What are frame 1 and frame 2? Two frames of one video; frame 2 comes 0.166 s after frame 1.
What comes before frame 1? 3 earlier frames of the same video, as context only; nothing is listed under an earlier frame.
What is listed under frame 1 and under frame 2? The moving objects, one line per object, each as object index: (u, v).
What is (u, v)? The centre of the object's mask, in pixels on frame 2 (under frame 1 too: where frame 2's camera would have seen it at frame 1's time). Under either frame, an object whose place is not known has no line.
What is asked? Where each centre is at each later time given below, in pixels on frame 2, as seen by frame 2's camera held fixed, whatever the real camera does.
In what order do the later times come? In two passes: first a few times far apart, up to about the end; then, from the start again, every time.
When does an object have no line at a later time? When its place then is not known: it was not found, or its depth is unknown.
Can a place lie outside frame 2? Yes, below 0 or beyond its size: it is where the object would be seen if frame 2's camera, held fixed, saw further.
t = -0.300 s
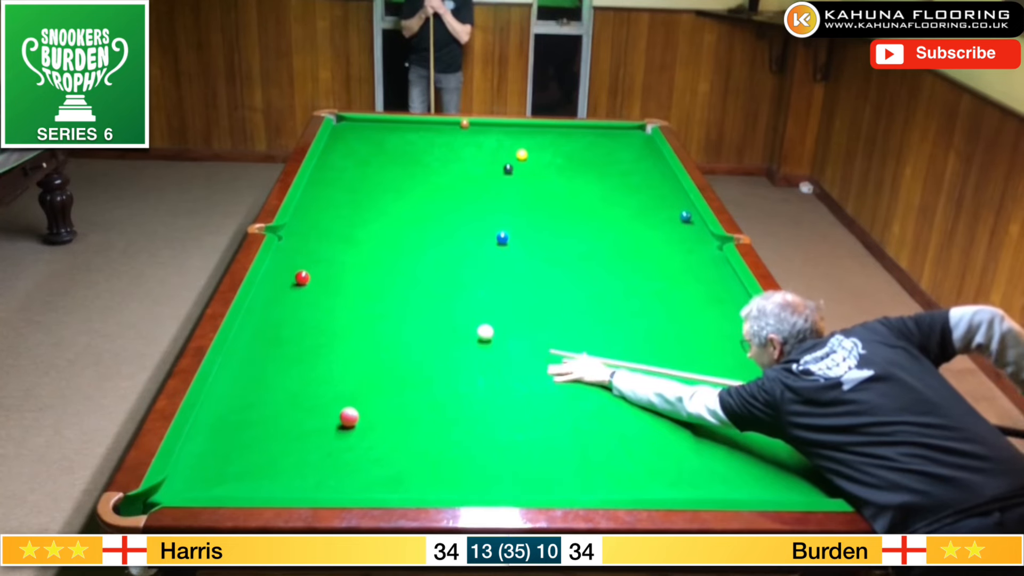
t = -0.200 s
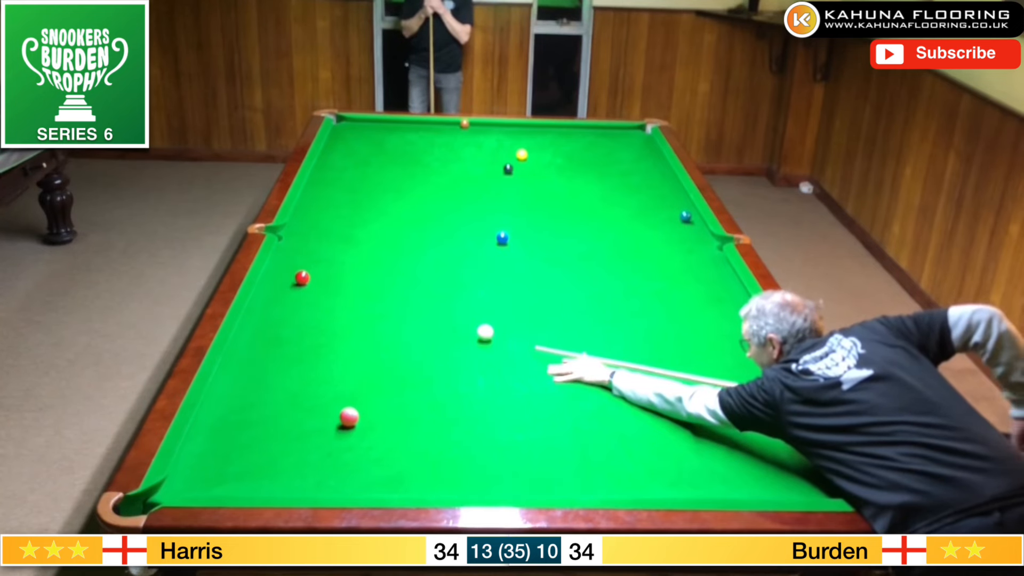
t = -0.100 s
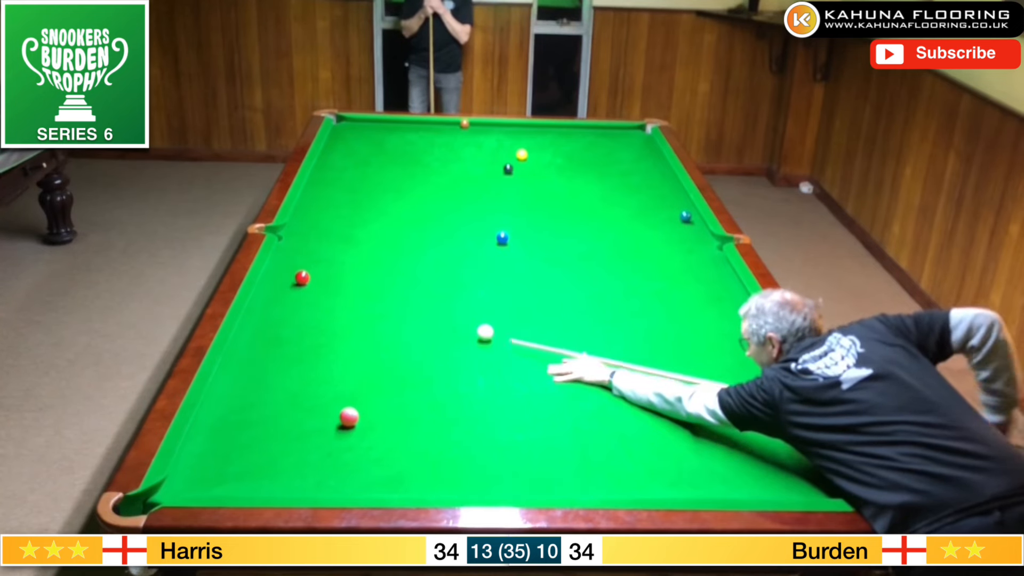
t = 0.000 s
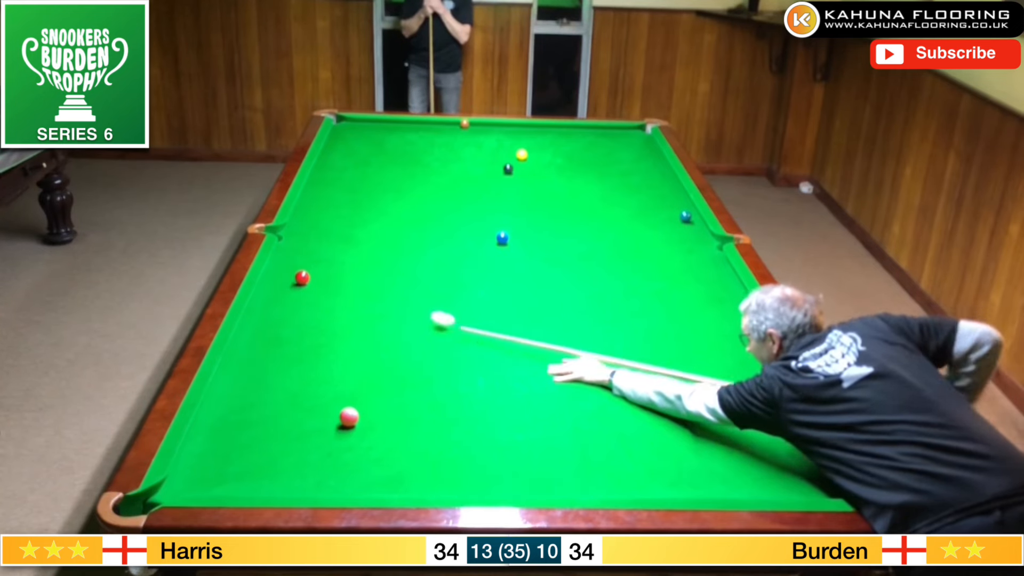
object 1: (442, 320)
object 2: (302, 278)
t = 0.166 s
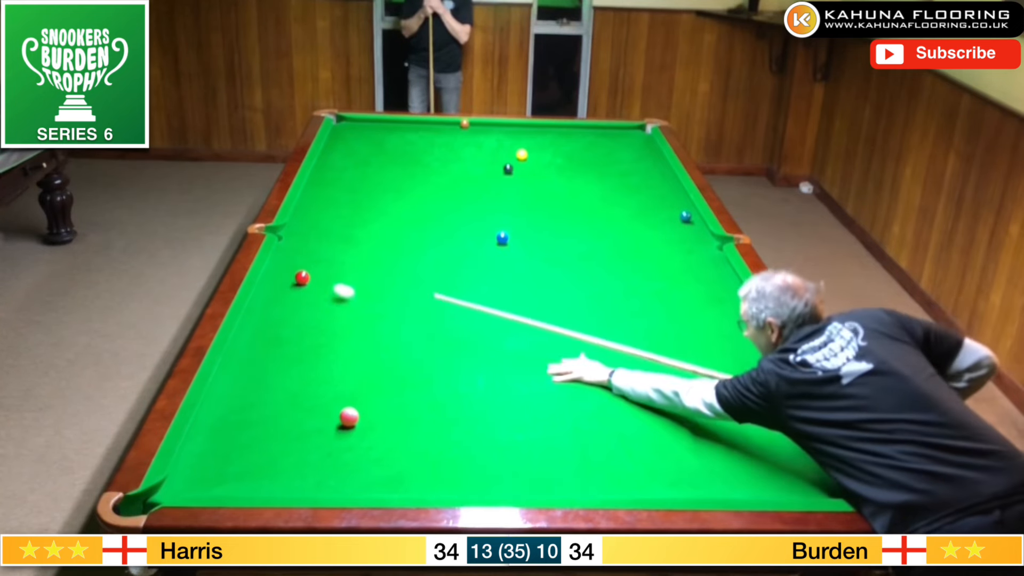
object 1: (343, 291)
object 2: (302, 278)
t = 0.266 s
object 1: (301, 284)
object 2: (295, 271)
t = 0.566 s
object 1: (282, 297)
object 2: (313, 243)
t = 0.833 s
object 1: (310, 311)
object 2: (351, 227)
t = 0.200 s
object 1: (327, 287)
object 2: (302, 278)
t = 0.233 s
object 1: (311, 283)
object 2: (300, 276)
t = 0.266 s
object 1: (301, 284)
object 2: (295, 271)
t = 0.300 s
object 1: (293, 285)
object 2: (289, 267)
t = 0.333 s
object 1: (285, 286)
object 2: (283, 262)
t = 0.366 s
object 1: (277, 287)
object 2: (278, 258)
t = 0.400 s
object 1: (269, 288)
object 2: (284, 255)
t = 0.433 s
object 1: (265, 290)
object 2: (291, 252)
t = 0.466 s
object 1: (270, 291)
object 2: (297, 250)
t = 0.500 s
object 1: (274, 293)
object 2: (302, 247)
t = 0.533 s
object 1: (278, 295)
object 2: (307, 245)
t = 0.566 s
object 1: (282, 297)
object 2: (313, 243)
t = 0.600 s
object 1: (286, 299)
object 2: (318, 241)
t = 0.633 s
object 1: (289, 300)
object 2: (323, 239)
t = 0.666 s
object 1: (292, 302)
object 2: (327, 237)
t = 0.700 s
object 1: (296, 304)
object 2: (332, 235)
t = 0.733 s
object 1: (299, 305)
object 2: (337, 232)
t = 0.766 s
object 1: (303, 307)
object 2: (342, 230)
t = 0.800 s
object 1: (306, 309)
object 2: (346, 229)
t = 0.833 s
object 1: (310, 311)
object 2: (351, 227)
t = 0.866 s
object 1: (313, 312)
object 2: (356, 225)
